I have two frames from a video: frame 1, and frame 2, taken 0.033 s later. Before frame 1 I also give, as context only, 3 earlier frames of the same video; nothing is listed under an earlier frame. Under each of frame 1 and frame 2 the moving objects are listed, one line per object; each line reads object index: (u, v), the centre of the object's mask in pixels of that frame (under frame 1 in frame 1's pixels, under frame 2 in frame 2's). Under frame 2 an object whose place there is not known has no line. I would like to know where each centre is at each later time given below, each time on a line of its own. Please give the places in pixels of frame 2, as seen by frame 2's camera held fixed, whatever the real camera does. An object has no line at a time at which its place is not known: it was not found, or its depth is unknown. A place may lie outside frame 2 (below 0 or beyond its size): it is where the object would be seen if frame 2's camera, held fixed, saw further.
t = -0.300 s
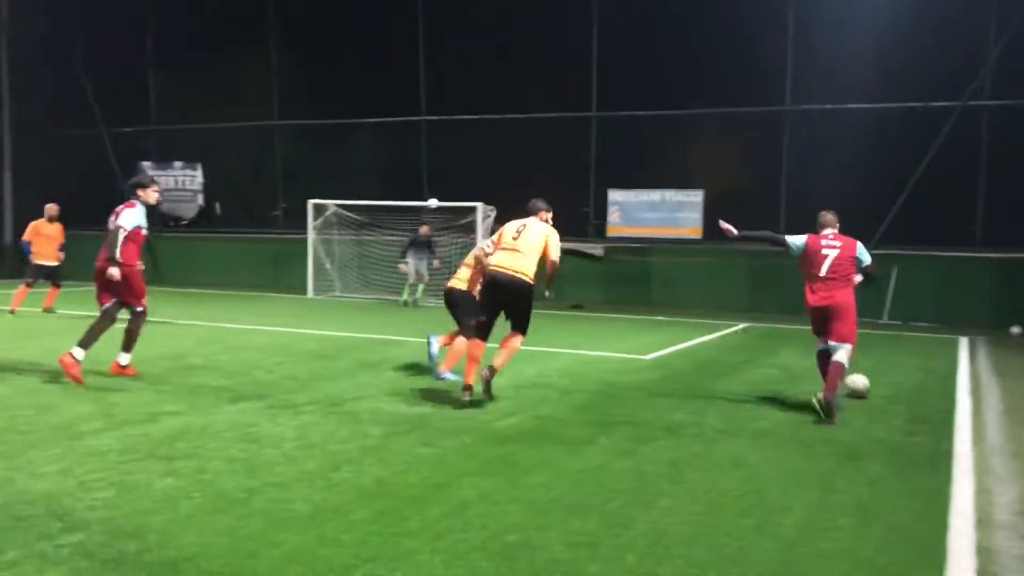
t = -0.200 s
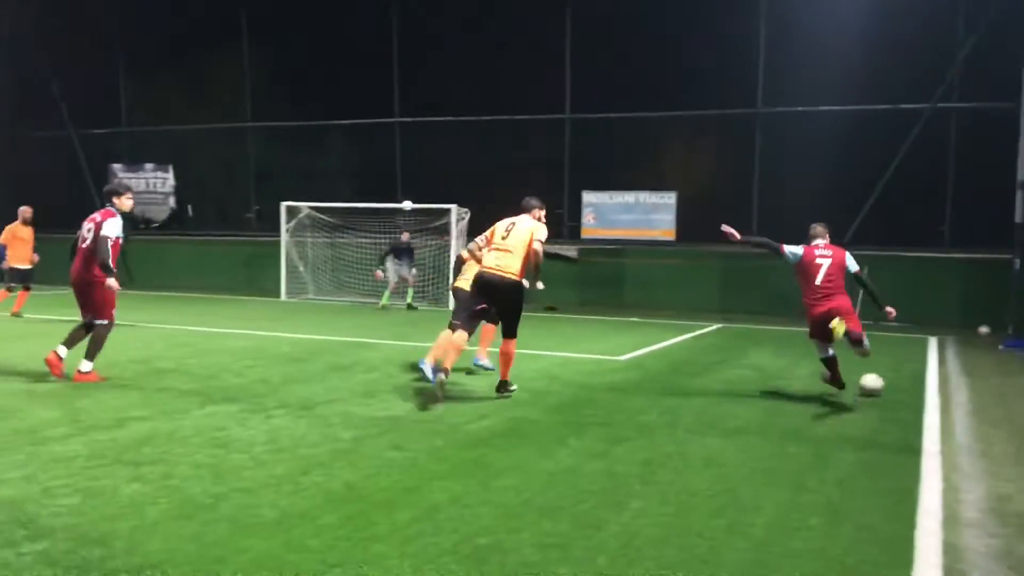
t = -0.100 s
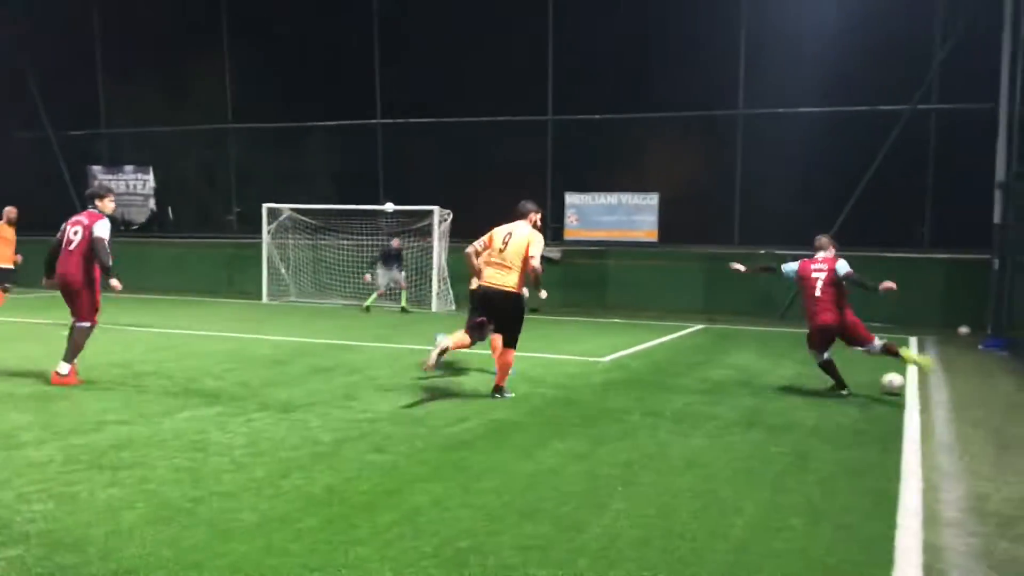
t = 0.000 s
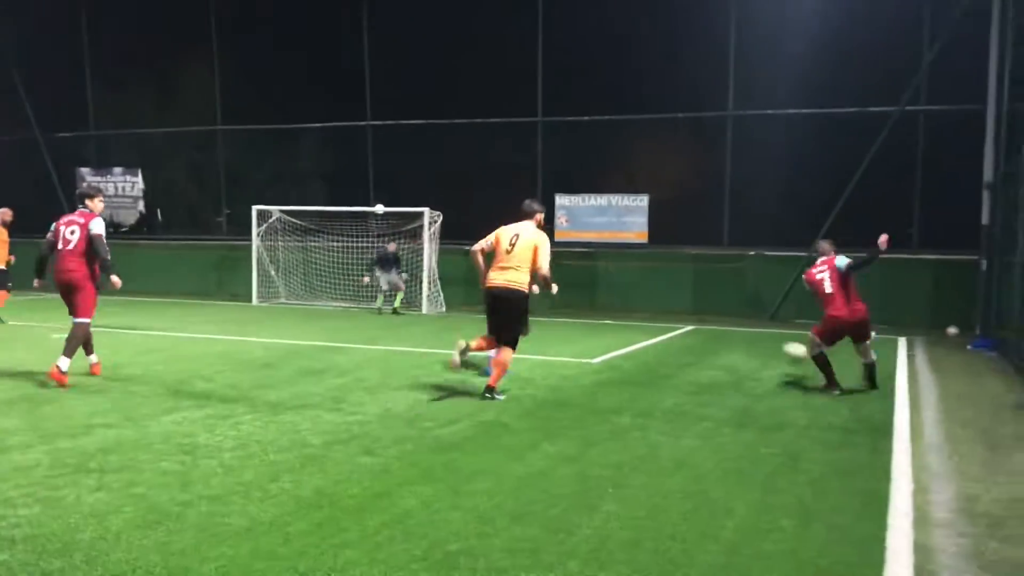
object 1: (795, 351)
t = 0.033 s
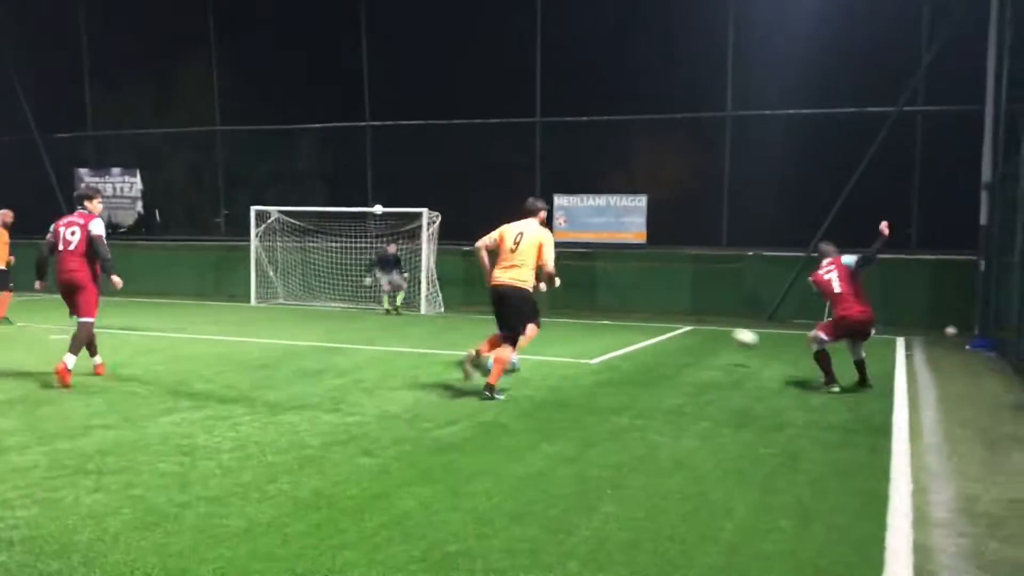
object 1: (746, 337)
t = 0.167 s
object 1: (594, 301)
